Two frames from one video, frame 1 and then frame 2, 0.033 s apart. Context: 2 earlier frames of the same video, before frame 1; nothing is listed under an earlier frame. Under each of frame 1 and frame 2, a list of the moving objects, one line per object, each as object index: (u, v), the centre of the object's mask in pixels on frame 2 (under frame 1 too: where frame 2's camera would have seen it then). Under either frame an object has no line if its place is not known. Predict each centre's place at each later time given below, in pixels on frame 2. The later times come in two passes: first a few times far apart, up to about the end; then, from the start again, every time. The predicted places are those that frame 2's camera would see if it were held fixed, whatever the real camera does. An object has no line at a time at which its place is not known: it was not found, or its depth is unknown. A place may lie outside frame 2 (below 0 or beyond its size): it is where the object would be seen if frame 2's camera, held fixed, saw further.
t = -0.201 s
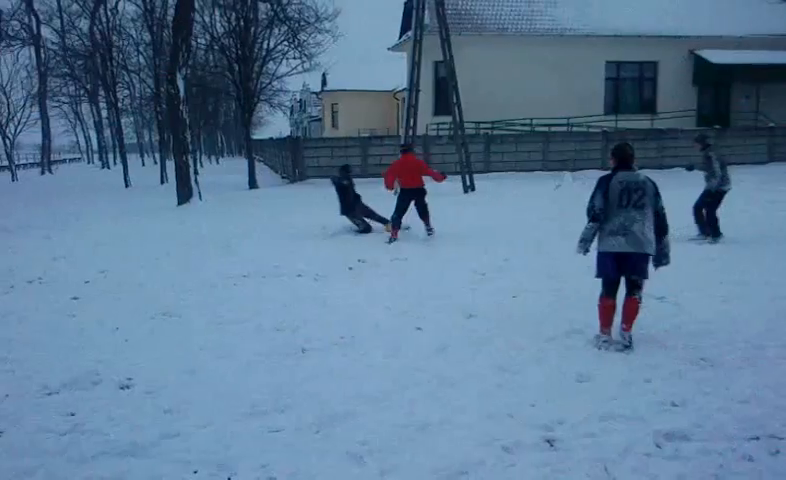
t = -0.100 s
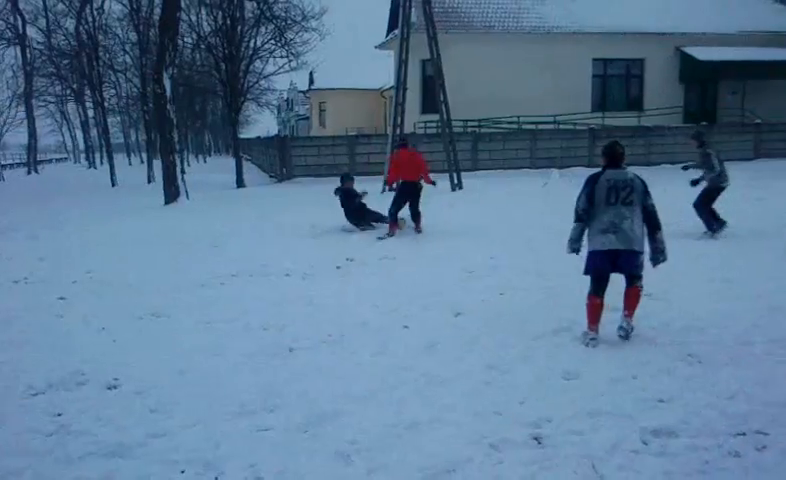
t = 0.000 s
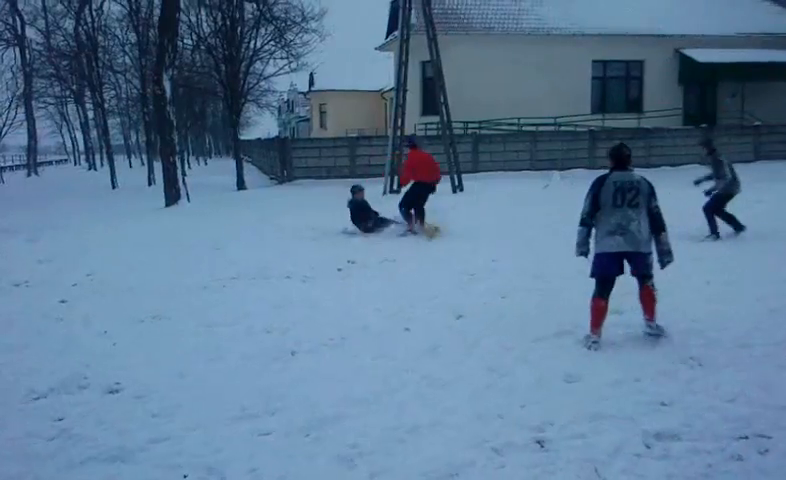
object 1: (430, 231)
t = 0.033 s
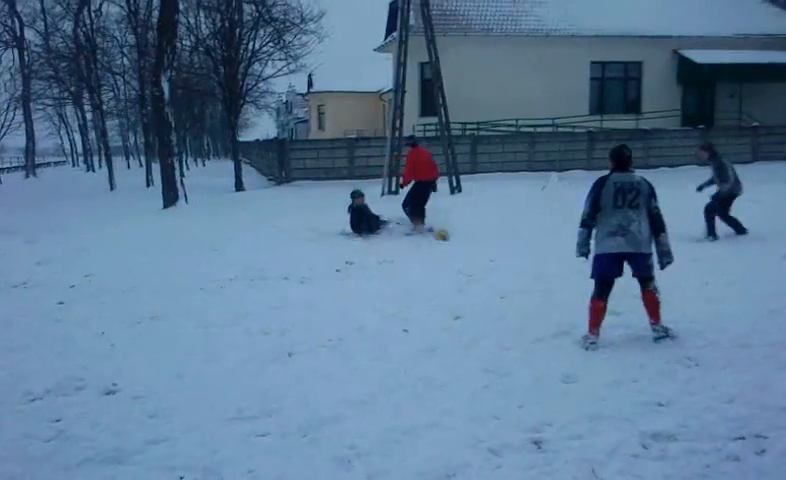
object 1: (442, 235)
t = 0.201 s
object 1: (480, 232)
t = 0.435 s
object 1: (523, 237)
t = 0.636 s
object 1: (548, 241)
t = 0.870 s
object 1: (574, 242)
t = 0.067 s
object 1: (450, 234)
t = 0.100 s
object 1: (457, 234)
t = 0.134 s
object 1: (466, 232)
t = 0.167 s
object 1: (473, 231)
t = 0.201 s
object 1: (480, 232)
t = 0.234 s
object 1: (488, 232)
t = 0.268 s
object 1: (496, 235)
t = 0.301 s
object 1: (504, 238)
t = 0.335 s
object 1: (510, 238)
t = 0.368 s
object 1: (514, 238)
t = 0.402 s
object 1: (519, 237)
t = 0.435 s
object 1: (523, 237)
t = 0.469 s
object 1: (527, 237)
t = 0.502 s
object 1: (531, 238)
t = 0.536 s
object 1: (535, 240)
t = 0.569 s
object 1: (540, 241)
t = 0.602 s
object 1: (544, 241)
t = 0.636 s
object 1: (548, 241)
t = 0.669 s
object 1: (552, 242)
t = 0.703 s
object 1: (556, 242)
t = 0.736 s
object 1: (559, 242)
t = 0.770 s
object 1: (563, 242)
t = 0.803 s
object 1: (567, 243)
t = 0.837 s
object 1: (571, 243)
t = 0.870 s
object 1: (574, 242)
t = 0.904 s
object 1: (576, 242)
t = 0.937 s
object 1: (579, 242)
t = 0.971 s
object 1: (581, 243)
